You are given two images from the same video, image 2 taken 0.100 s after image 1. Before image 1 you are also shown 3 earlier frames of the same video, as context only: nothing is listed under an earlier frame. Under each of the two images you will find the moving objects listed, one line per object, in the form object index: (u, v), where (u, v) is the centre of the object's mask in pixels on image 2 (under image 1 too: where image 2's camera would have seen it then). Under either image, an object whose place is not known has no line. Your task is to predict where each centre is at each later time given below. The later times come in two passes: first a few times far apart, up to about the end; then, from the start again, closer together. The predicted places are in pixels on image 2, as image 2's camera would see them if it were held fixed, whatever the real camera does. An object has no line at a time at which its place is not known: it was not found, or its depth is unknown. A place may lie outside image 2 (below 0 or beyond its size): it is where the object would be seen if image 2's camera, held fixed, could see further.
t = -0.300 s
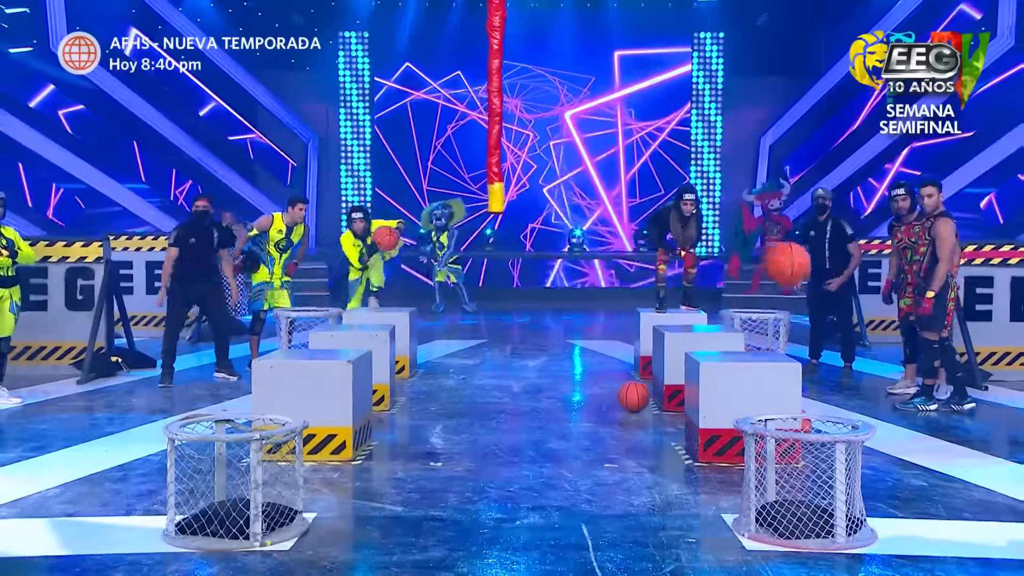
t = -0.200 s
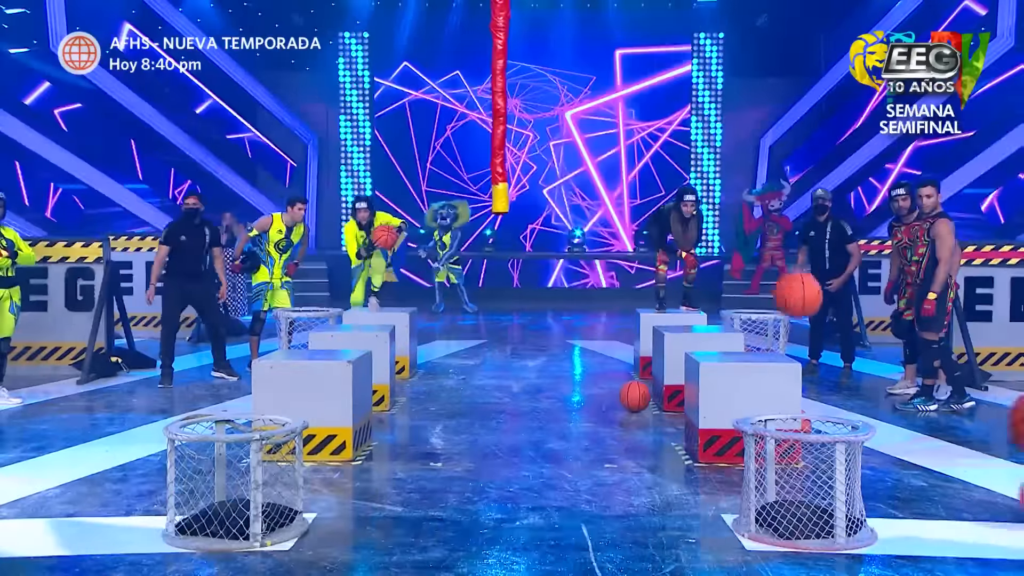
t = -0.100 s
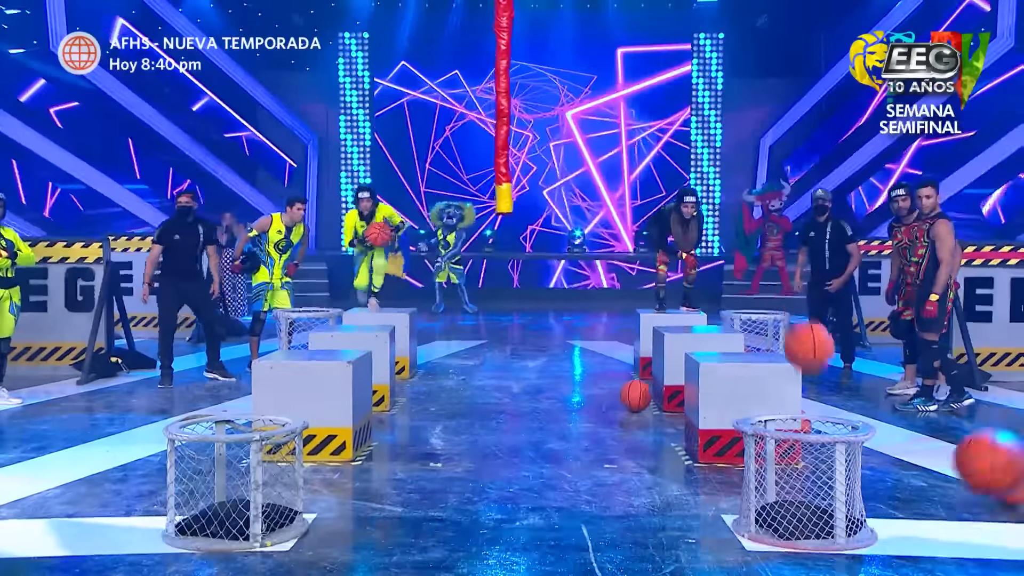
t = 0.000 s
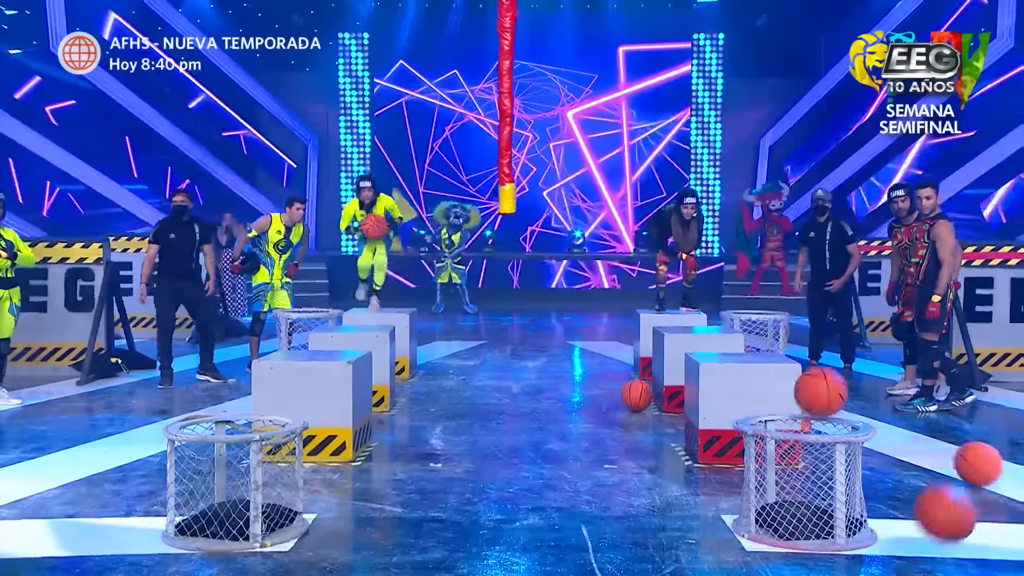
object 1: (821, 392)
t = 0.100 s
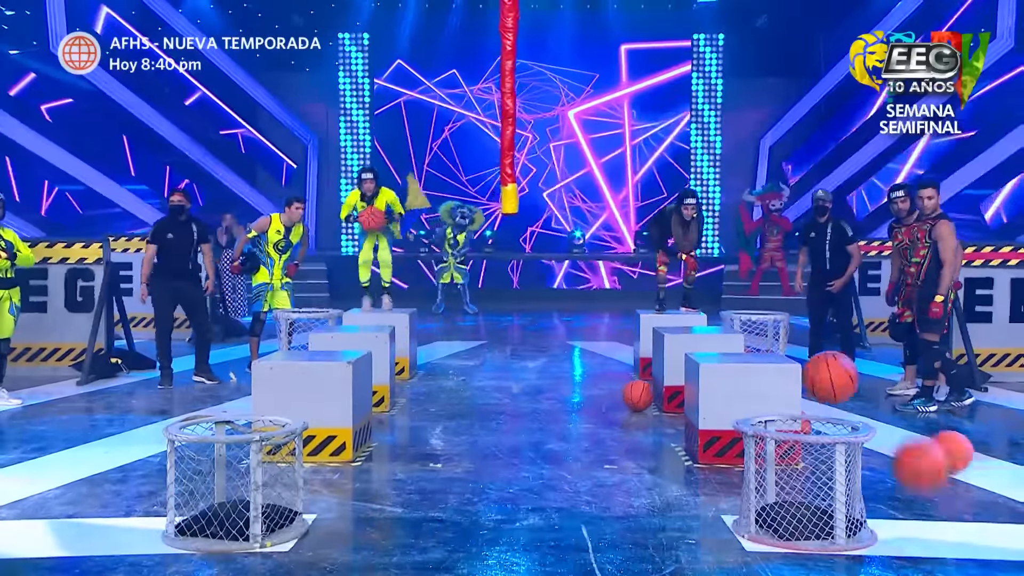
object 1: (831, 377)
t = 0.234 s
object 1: (845, 390)
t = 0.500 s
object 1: (883, 559)
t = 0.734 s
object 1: (931, 519)
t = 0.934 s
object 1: (980, 533)
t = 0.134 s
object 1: (834, 377)
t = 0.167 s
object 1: (838, 378)
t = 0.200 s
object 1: (841, 383)
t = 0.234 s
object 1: (845, 390)
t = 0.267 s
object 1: (850, 400)
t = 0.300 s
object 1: (854, 413)
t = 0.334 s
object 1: (858, 429)
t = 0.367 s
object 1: (863, 450)
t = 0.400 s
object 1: (868, 475)
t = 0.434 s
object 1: (873, 501)
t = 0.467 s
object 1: (879, 534)
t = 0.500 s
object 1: (883, 559)
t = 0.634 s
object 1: (907, 550)
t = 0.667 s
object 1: (916, 540)
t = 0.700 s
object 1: (923, 528)
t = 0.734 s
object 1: (931, 519)
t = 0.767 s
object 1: (939, 514)
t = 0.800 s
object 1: (948, 511)
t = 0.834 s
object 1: (956, 511)
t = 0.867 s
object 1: (966, 515)
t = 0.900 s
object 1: (974, 523)
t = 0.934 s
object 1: (980, 533)
